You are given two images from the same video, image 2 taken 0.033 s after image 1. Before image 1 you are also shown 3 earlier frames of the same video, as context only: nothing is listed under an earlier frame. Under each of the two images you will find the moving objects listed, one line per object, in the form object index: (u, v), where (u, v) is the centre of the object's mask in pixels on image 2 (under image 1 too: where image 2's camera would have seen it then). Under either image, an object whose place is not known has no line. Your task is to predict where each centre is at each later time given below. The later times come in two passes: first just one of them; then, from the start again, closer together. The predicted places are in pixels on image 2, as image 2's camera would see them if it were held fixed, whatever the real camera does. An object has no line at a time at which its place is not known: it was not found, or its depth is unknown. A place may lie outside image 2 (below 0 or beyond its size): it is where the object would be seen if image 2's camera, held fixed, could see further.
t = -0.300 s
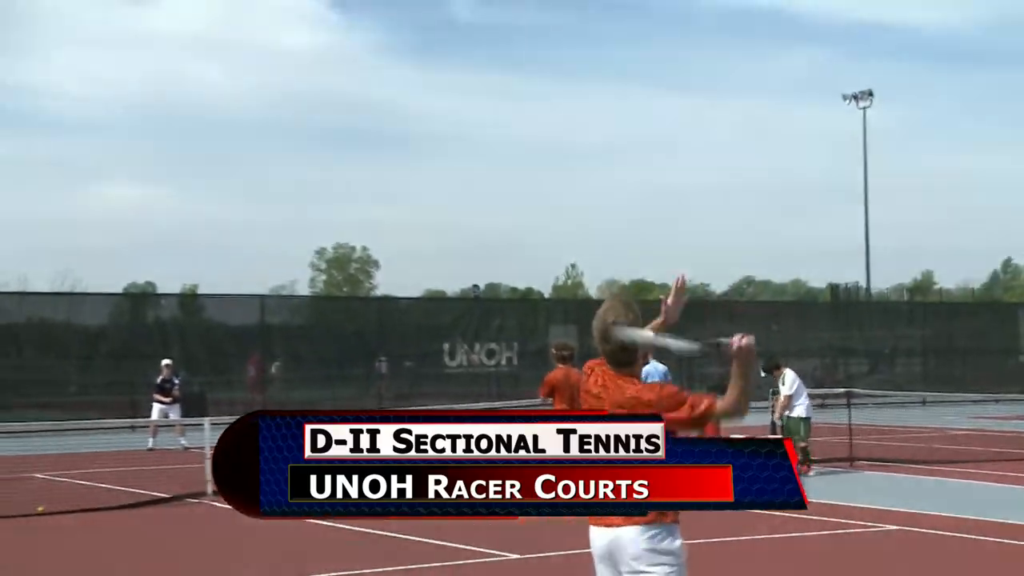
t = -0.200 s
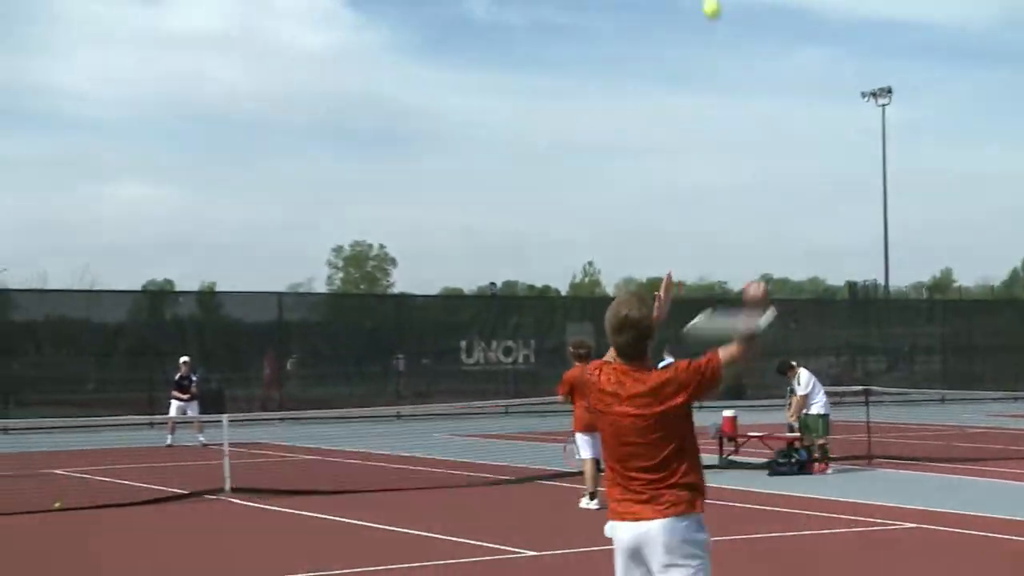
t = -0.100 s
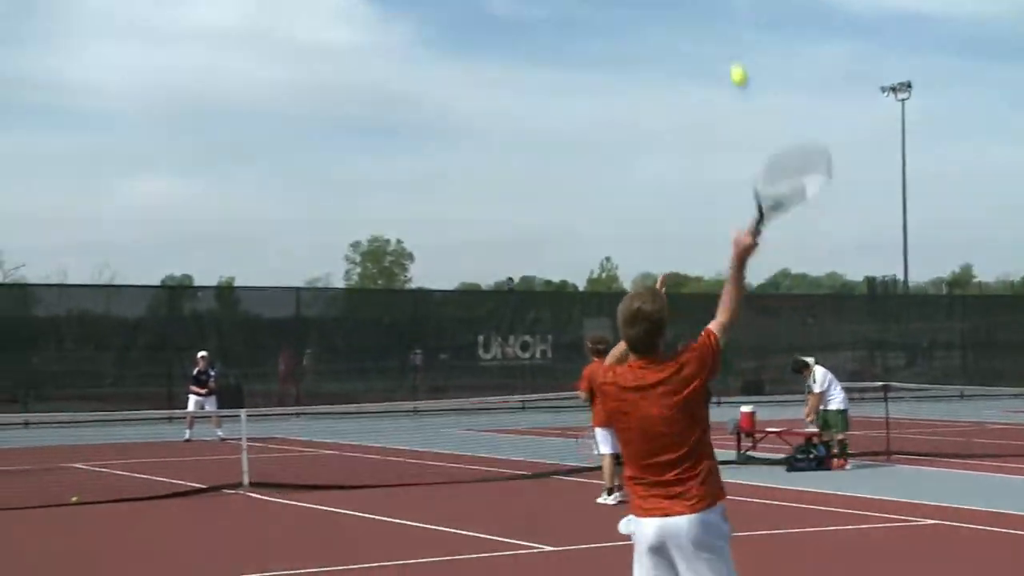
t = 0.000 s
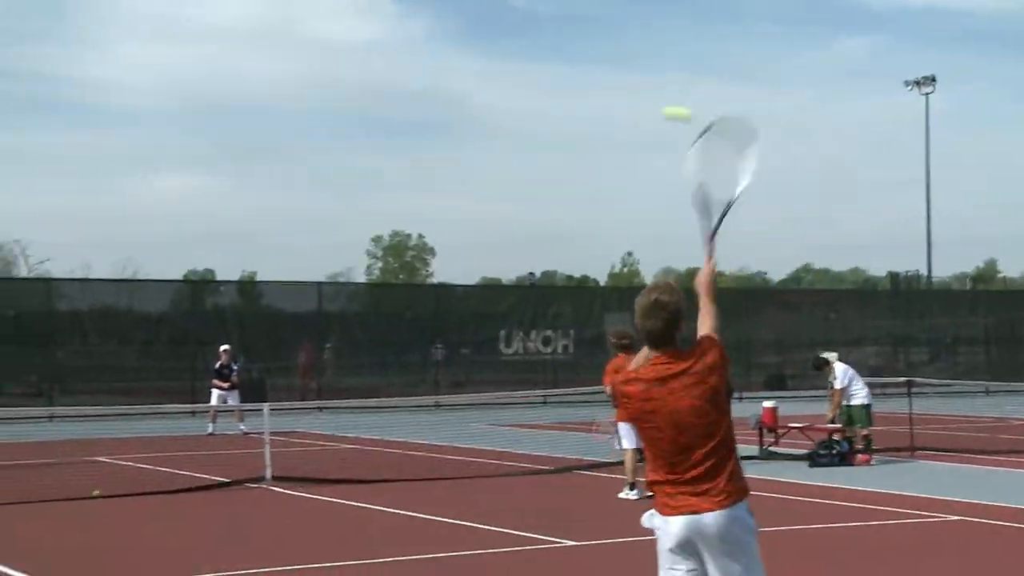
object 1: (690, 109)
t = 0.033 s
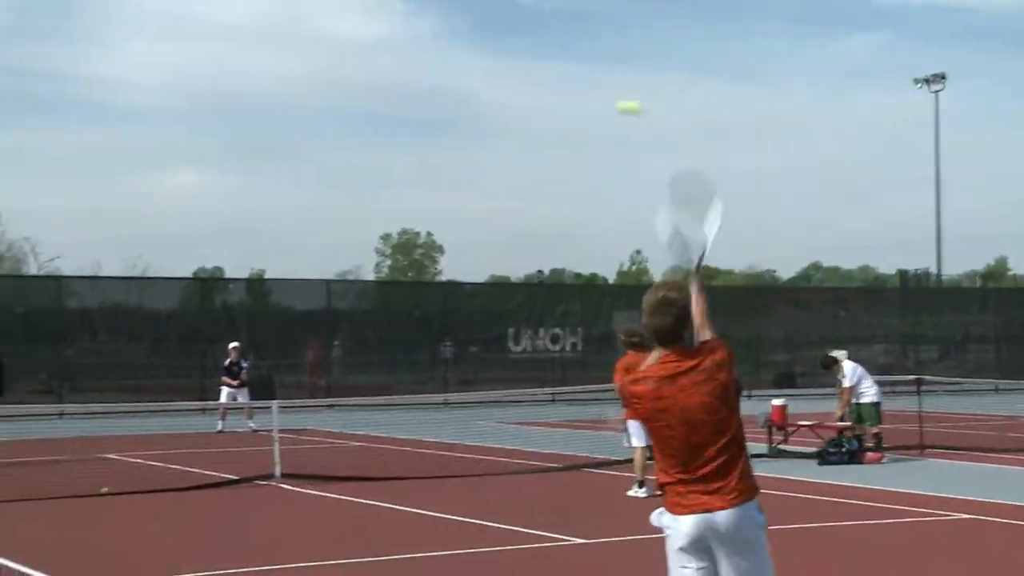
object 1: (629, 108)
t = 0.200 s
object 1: (448, 116)
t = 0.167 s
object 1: (475, 112)
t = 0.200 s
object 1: (448, 116)
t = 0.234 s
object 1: (423, 122)
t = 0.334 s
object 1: (365, 146)
